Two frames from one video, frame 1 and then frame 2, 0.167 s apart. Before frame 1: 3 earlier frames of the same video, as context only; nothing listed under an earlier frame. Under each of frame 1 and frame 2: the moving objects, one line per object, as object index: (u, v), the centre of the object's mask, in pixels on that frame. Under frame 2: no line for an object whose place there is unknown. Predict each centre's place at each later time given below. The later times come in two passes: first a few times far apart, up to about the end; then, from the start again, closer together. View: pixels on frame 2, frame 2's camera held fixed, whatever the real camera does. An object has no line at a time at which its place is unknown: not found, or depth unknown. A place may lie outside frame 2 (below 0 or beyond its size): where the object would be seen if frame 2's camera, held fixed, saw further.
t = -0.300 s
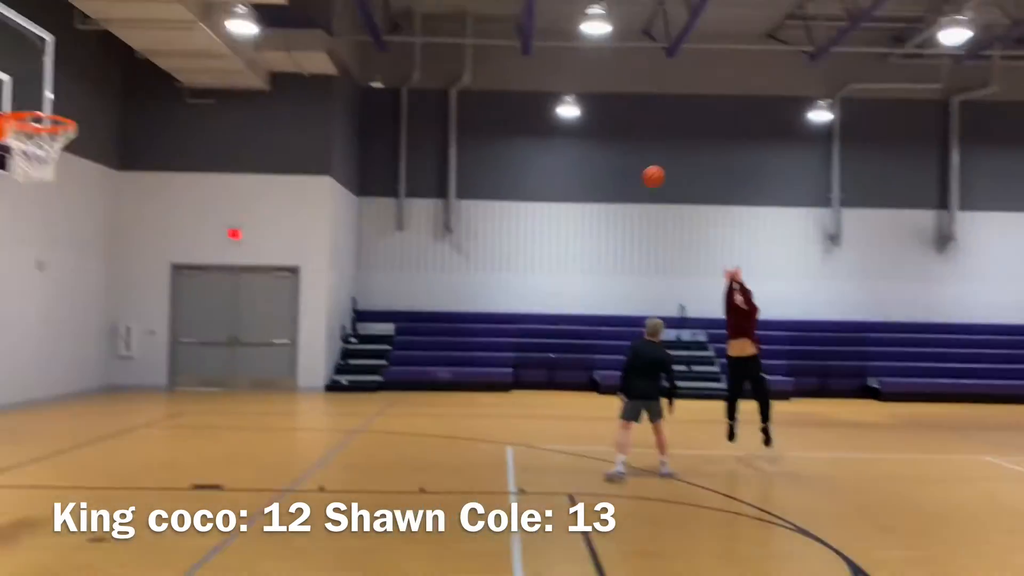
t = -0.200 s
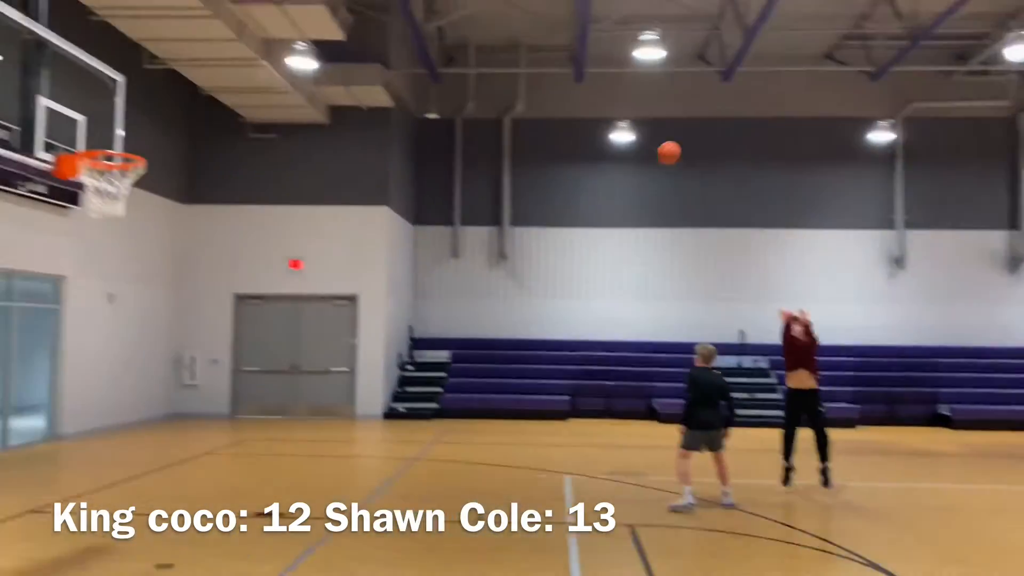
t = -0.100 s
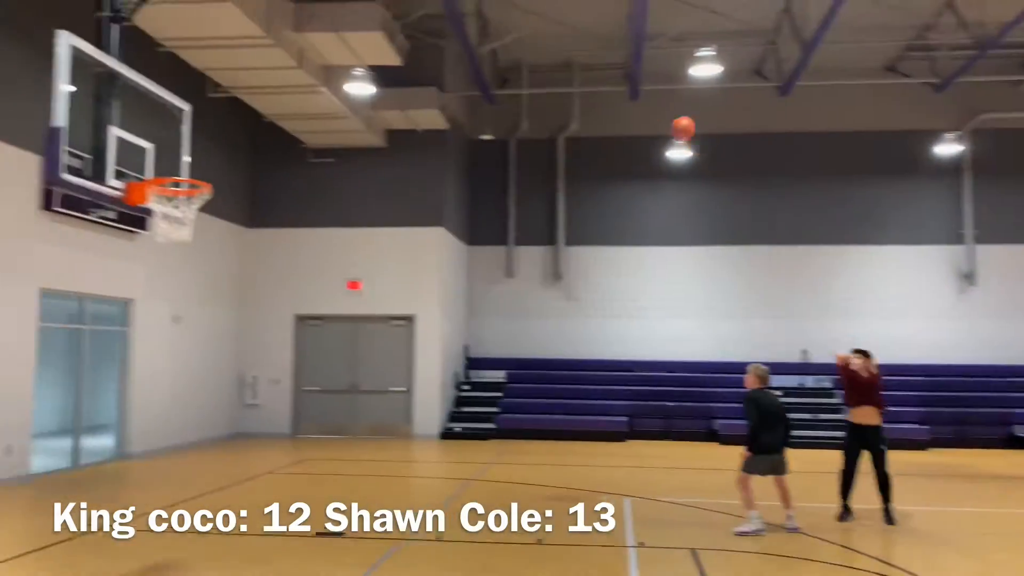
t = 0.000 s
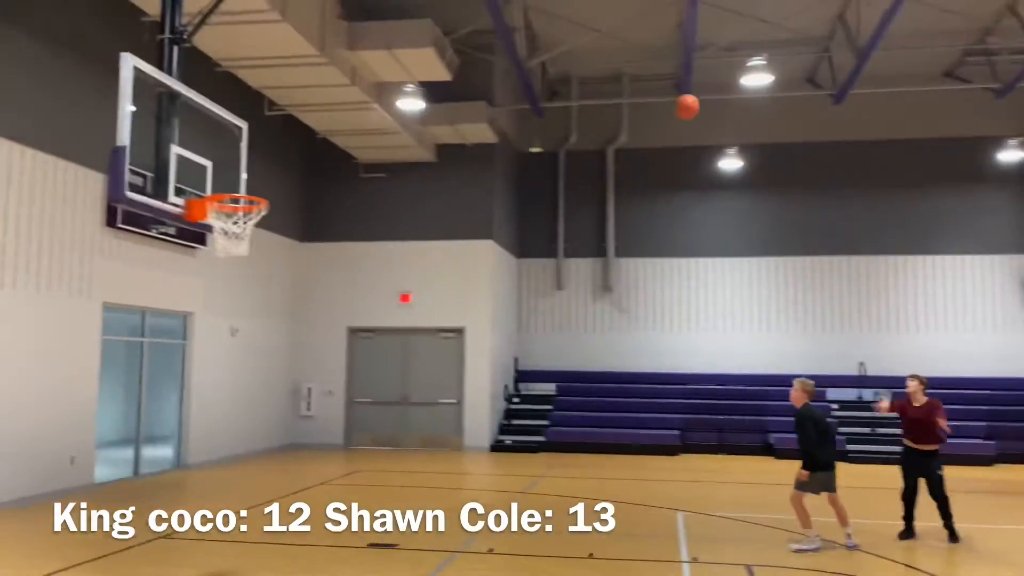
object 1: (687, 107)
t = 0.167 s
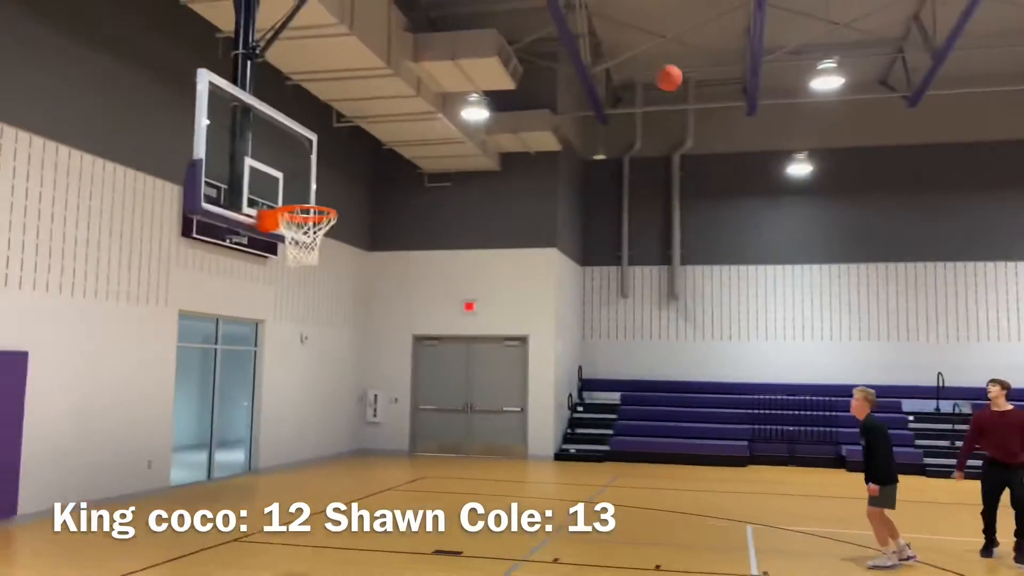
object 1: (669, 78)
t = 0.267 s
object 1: (615, 71)
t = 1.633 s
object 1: (447, 537)
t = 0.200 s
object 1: (652, 75)
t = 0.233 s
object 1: (634, 72)
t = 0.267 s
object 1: (615, 71)
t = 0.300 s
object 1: (597, 70)
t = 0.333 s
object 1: (578, 71)
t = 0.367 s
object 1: (559, 73)
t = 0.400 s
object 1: (540, 77)
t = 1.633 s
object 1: (447, 537)
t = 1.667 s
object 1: (453, 517)
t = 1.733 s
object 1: (464, 480)
